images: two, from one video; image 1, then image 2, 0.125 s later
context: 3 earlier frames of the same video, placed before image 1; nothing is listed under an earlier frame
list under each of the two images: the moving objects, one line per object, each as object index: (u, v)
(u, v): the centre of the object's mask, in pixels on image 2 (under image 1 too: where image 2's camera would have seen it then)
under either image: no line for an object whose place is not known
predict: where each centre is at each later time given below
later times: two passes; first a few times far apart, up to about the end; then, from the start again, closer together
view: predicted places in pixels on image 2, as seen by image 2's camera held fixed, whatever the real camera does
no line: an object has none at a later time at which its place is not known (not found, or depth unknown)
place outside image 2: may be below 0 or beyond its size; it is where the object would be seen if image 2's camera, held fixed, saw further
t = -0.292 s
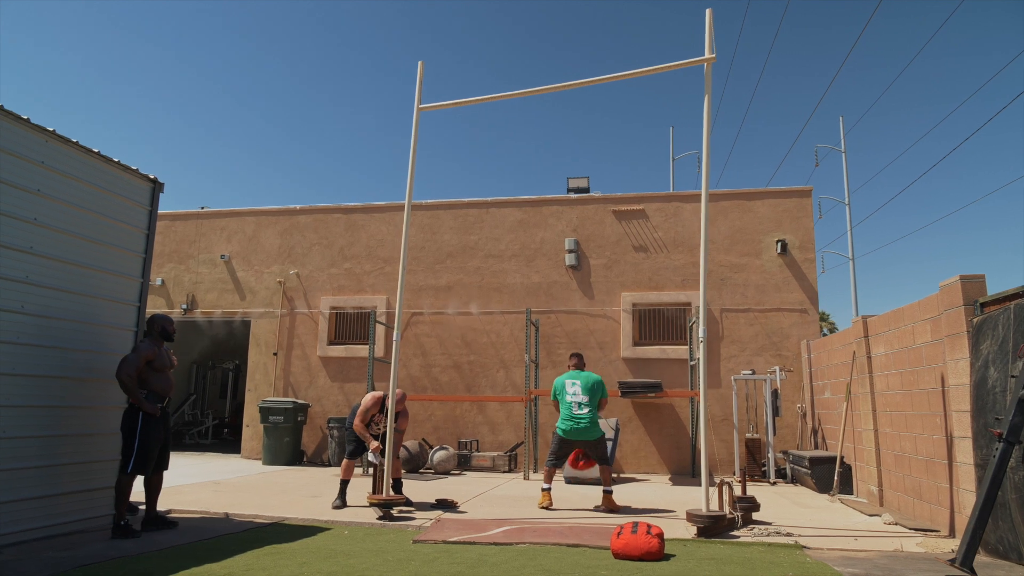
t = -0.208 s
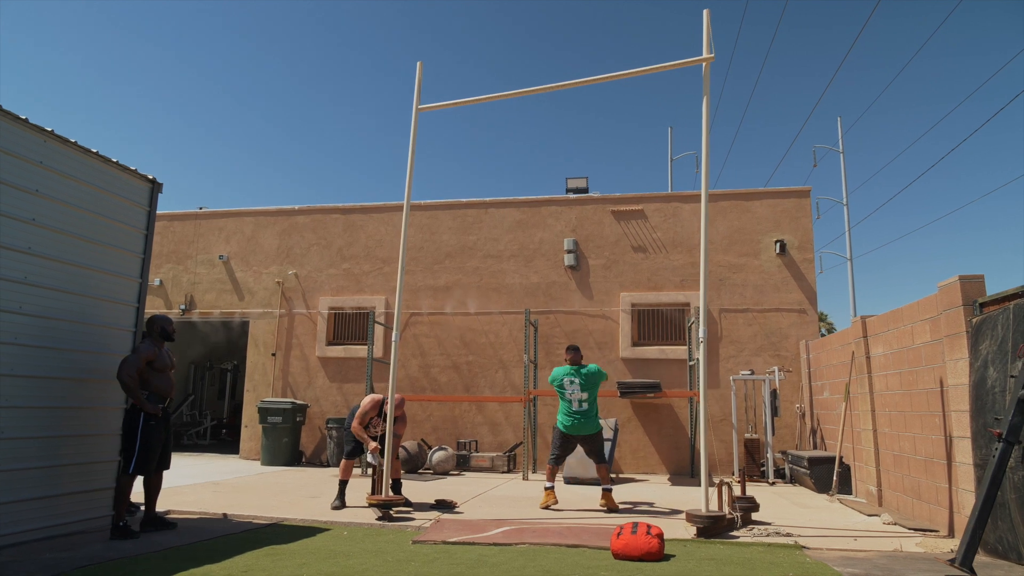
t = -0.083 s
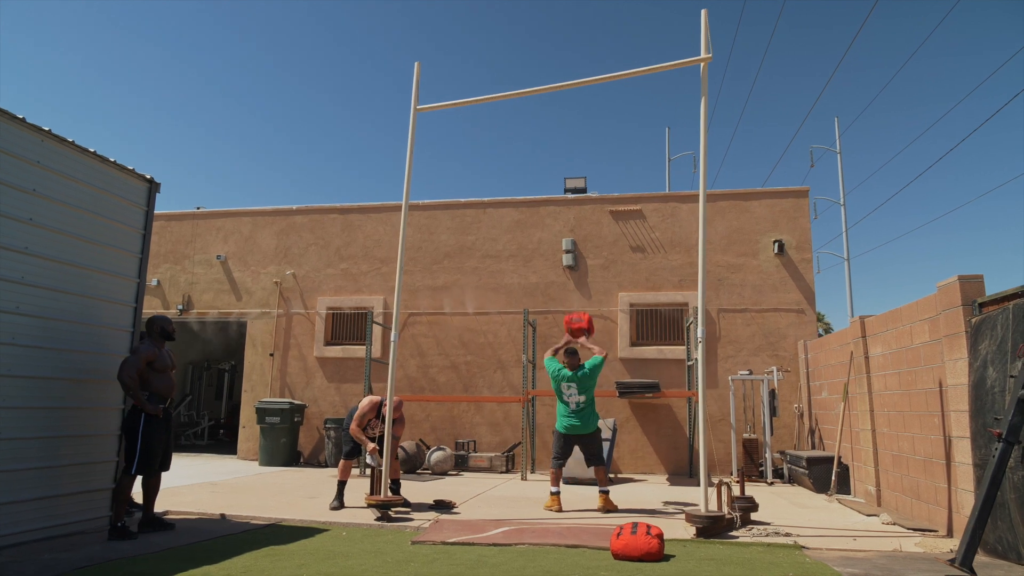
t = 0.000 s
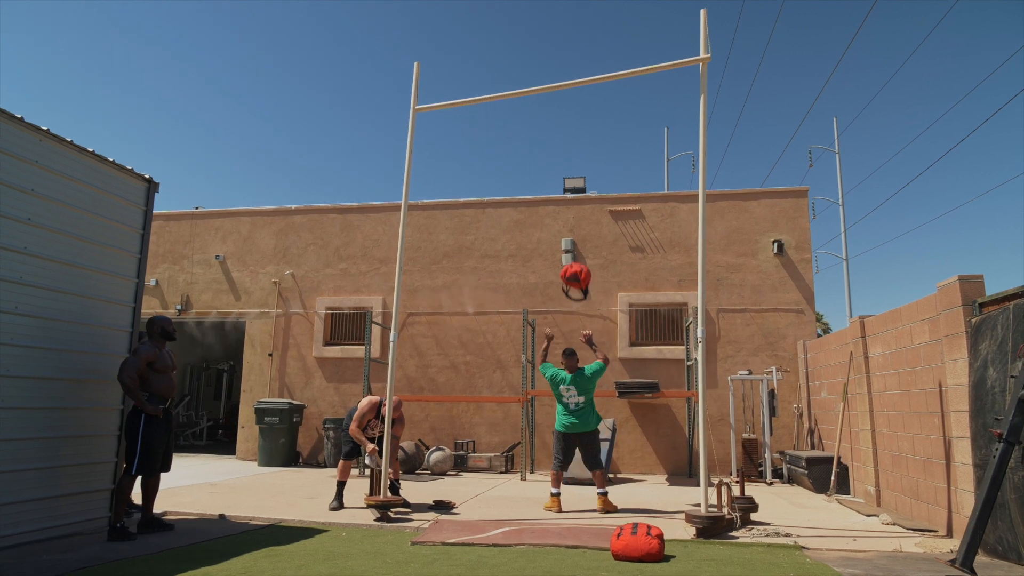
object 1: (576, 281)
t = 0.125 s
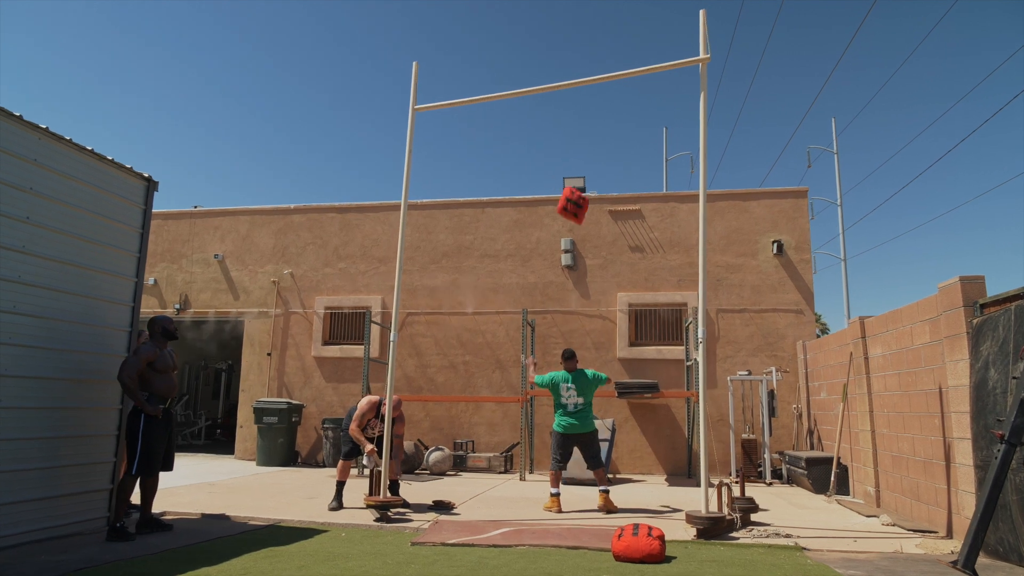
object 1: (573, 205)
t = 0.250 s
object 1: (571, 142)
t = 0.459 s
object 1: (565, 69)
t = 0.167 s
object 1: (572, 184)
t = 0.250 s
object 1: (571, 142)
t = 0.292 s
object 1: (571, 123)
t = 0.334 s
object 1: (570, 108)
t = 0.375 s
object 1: (568, 100)
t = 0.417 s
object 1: (566, 83)
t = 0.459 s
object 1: (565, 69)
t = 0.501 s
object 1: (564, 61)
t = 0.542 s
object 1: (563, 54)
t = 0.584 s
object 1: (563, 48)
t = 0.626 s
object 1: (561, 42)
